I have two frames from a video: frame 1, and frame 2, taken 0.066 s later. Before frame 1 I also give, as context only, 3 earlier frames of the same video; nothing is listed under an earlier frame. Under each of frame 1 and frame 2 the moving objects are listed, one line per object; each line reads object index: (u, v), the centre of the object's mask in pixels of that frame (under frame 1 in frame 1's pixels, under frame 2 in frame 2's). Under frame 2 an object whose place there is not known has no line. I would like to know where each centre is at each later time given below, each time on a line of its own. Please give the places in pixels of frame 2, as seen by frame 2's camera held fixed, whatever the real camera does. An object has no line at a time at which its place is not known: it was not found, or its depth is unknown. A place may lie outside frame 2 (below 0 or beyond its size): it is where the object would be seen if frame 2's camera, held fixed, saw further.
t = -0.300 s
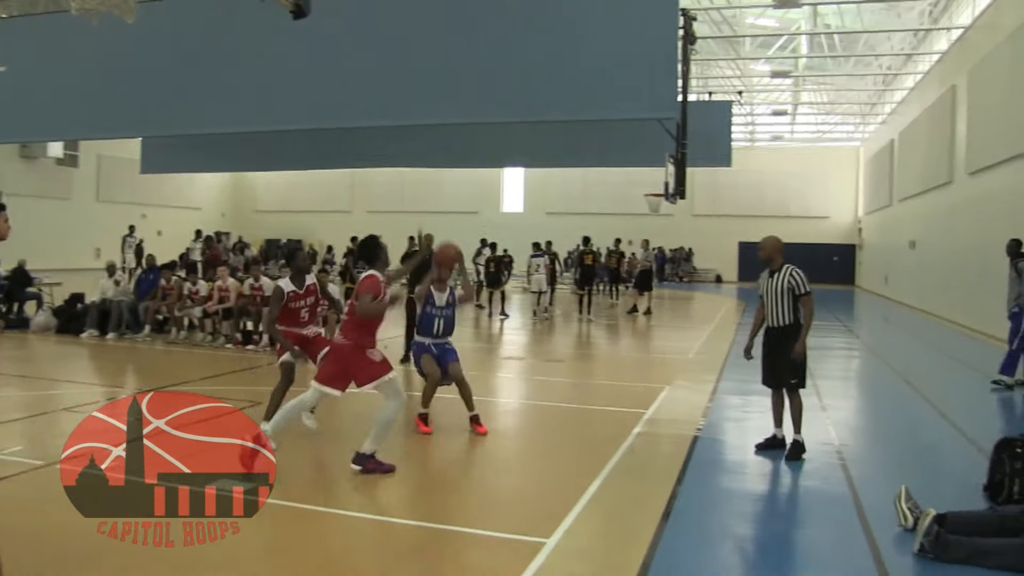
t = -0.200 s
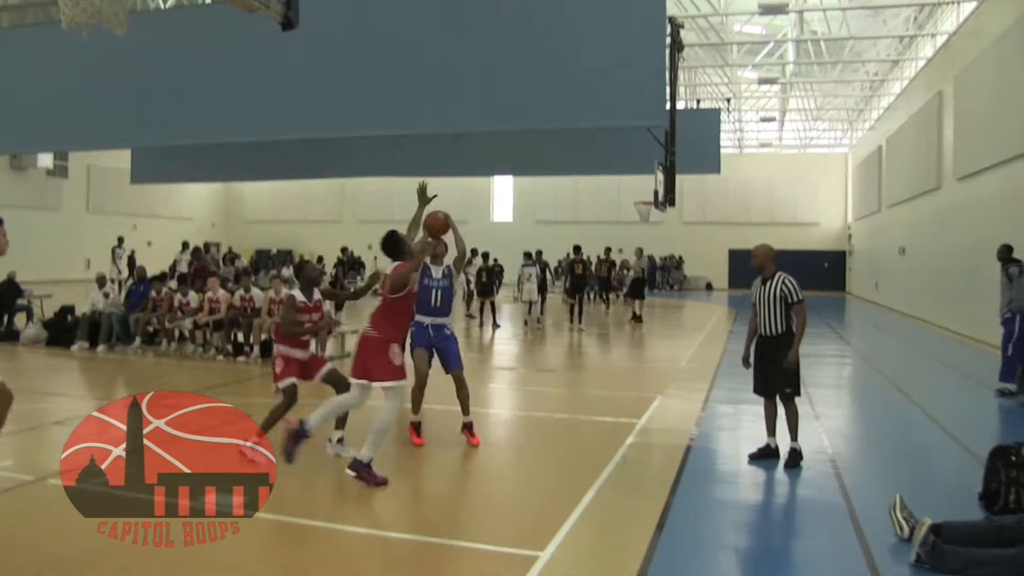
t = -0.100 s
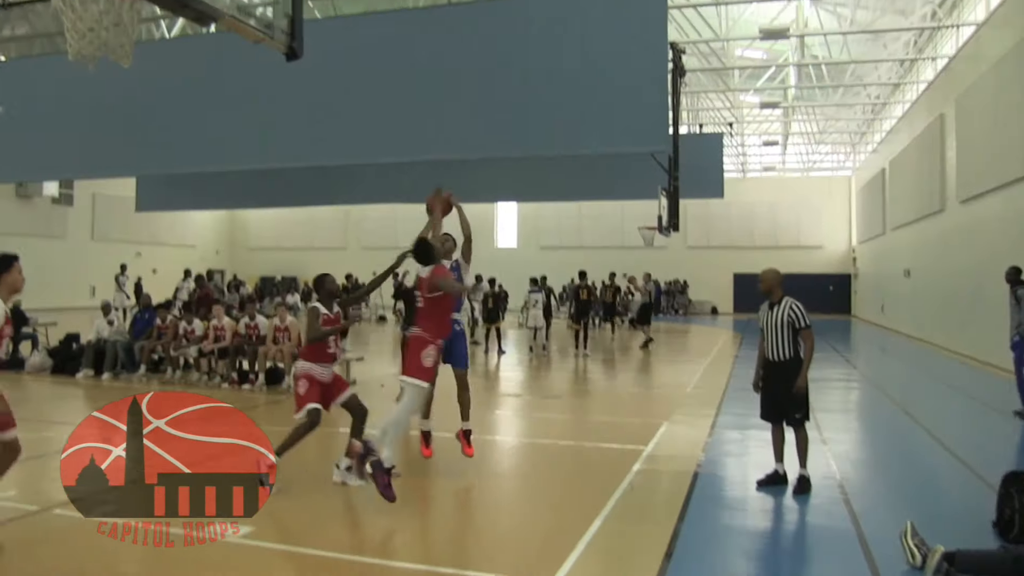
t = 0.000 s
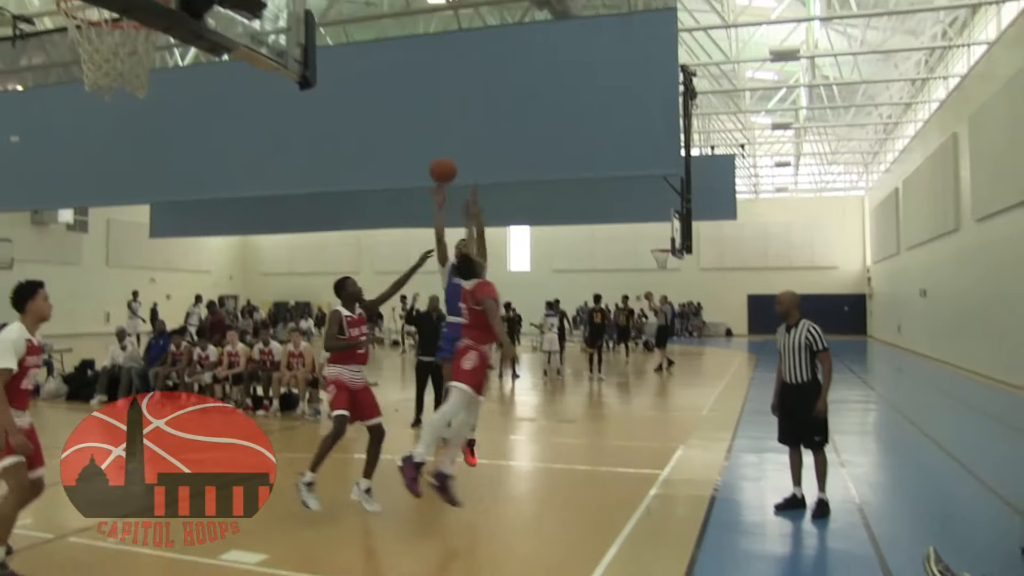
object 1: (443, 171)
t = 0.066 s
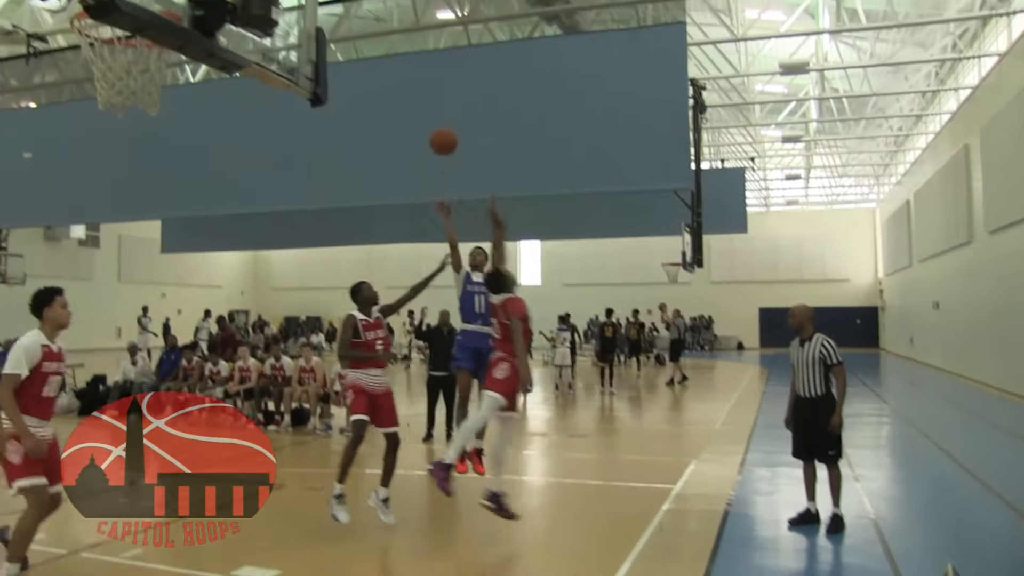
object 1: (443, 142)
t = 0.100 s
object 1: (437, 120)
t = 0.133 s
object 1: (432, 99)
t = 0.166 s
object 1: (425, 79)
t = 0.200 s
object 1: (418, 60)
